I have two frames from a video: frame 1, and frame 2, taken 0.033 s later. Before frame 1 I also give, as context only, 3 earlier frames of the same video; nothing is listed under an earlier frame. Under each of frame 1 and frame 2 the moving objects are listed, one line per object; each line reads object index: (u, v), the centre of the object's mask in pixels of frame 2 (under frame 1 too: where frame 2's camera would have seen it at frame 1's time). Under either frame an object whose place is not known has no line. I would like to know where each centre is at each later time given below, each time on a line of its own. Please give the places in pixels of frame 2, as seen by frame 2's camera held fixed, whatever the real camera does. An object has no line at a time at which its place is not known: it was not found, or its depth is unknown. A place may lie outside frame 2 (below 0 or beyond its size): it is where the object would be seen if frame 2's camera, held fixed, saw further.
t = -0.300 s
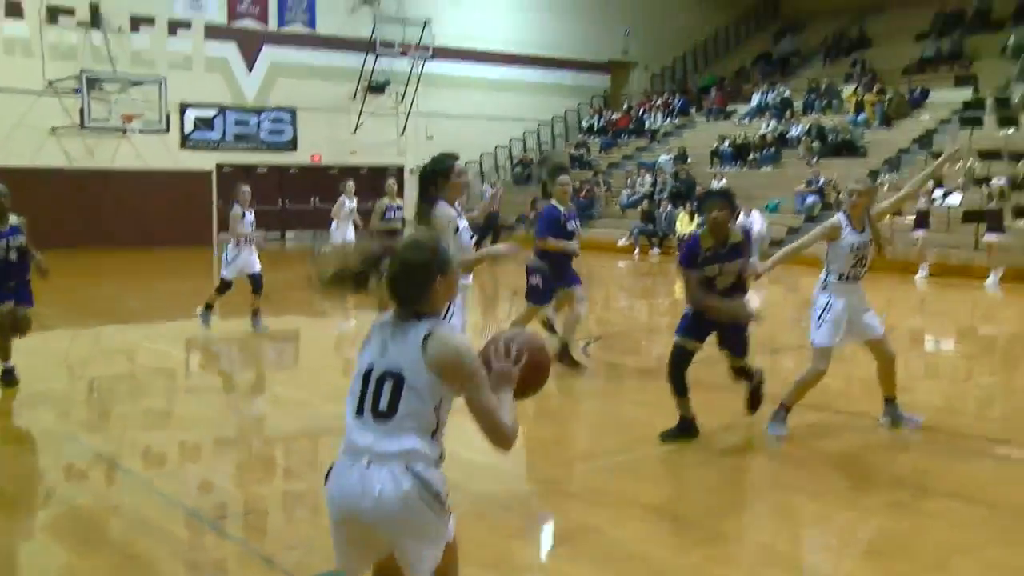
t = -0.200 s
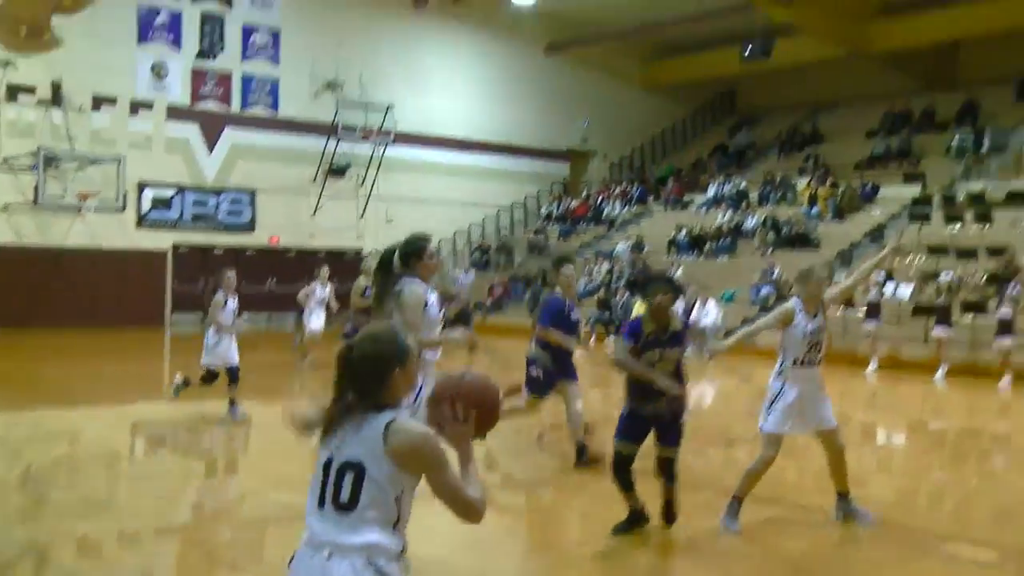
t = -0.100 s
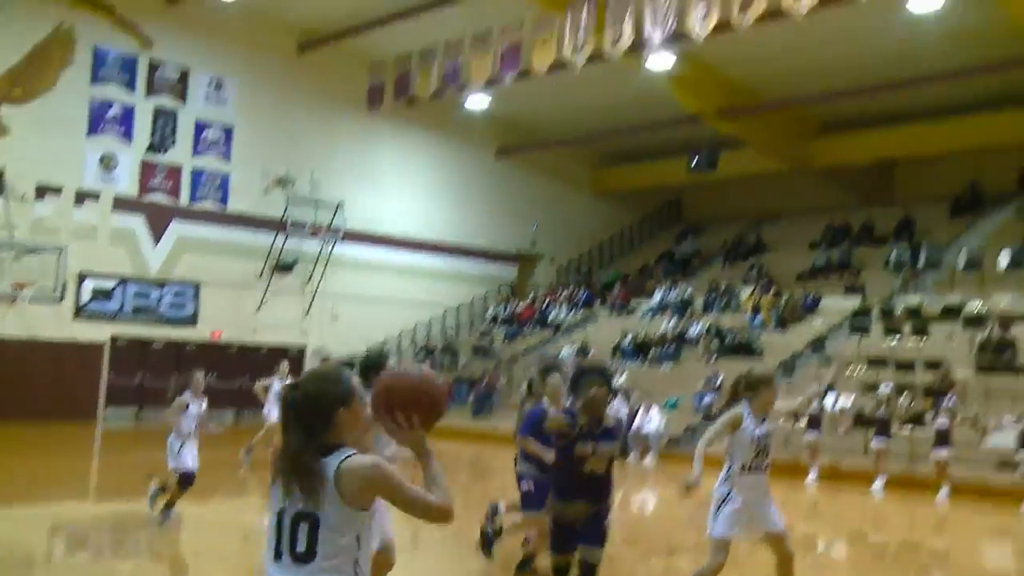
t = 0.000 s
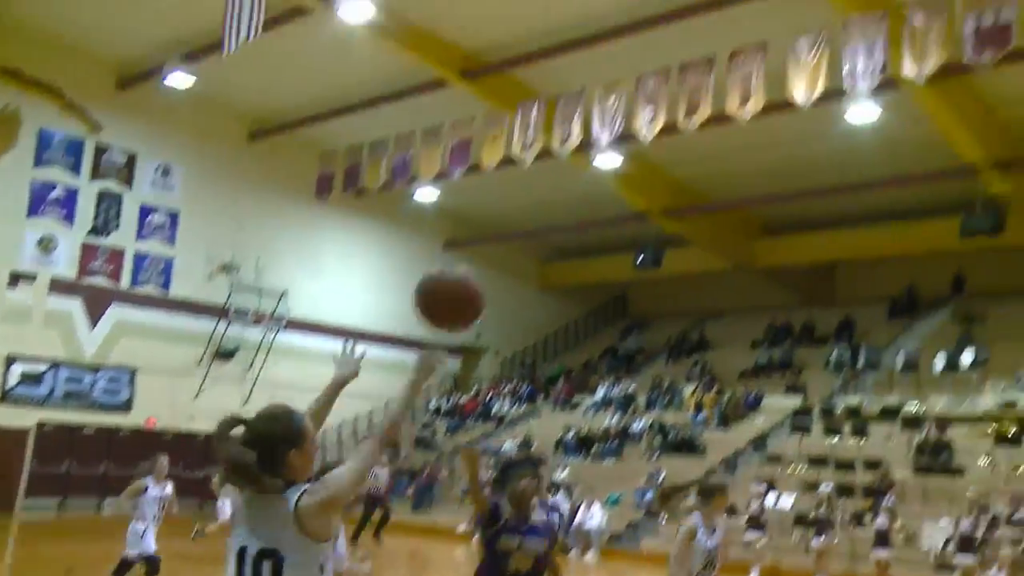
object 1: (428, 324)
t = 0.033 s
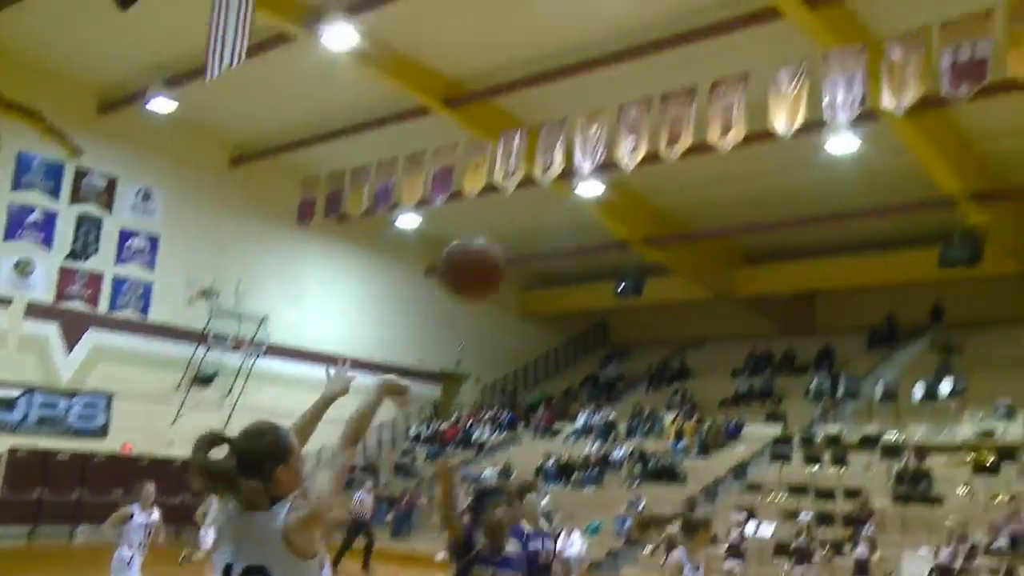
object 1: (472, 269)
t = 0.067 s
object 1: (512, 222)
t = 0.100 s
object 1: (548, 180)
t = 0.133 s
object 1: (582, 142)
